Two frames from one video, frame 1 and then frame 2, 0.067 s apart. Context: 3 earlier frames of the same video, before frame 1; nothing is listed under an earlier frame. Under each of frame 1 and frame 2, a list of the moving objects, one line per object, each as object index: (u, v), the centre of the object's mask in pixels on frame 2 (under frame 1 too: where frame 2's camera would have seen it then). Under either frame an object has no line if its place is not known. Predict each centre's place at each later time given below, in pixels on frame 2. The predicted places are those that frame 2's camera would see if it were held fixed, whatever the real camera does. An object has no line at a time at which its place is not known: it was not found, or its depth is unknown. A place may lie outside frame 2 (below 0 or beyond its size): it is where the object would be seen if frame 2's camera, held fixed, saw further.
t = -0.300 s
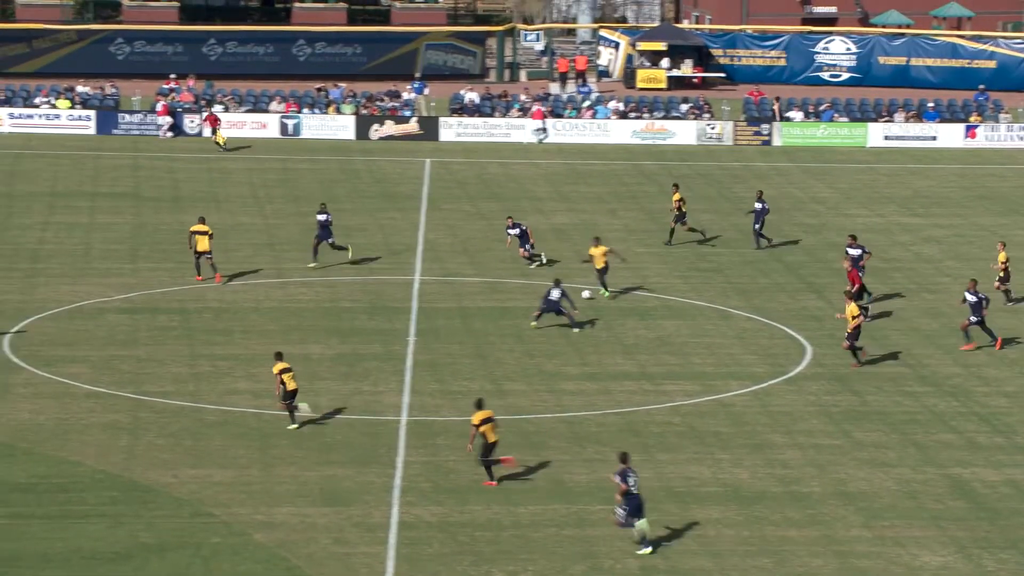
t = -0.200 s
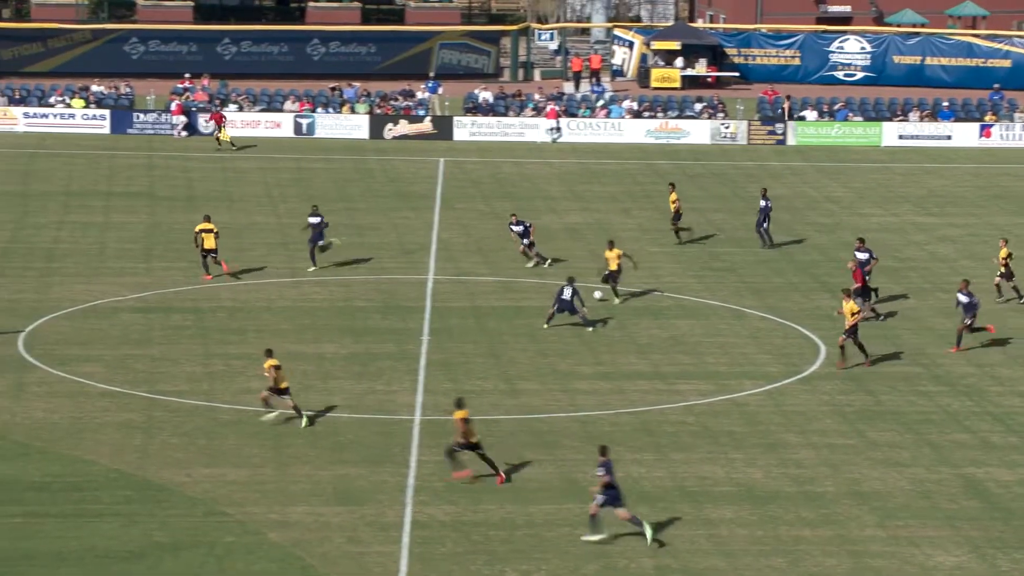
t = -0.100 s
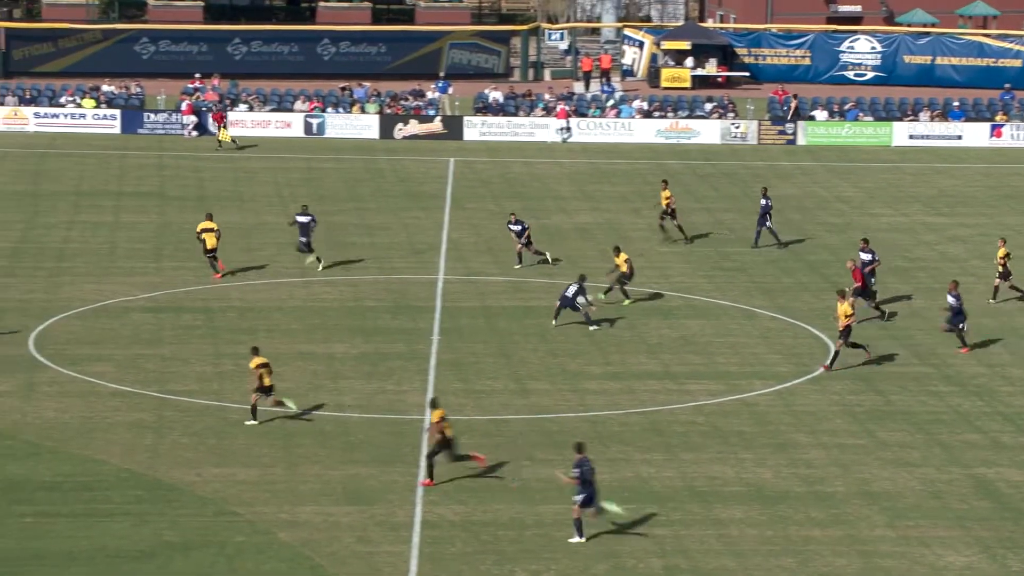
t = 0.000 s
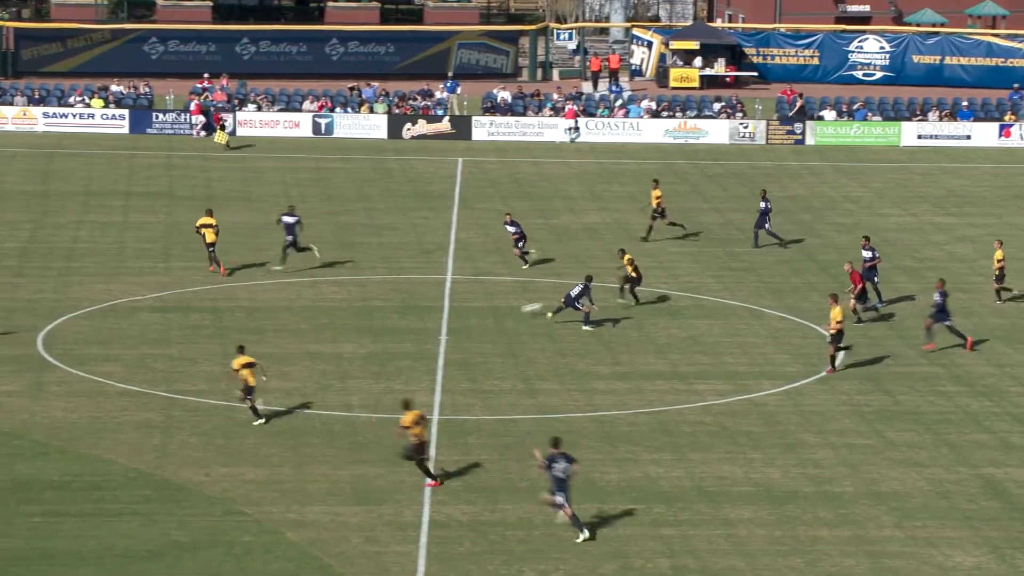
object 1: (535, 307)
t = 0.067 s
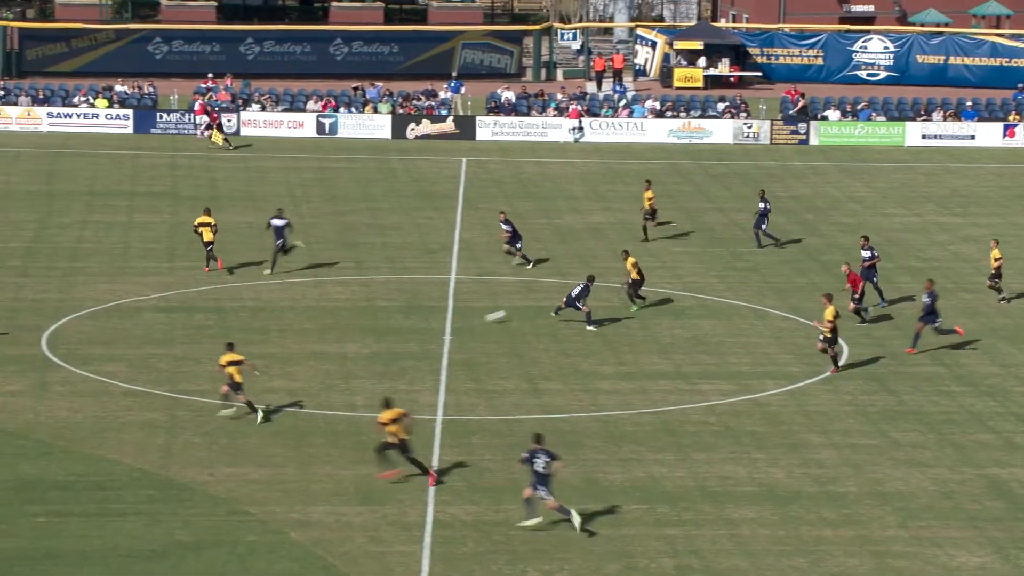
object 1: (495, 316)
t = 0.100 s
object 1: (475, 321)
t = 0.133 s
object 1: (458, 325)
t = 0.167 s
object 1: (436, 328)
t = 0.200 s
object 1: (418, 330)
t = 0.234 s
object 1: (399, 332)
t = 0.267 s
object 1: (380, 335)
